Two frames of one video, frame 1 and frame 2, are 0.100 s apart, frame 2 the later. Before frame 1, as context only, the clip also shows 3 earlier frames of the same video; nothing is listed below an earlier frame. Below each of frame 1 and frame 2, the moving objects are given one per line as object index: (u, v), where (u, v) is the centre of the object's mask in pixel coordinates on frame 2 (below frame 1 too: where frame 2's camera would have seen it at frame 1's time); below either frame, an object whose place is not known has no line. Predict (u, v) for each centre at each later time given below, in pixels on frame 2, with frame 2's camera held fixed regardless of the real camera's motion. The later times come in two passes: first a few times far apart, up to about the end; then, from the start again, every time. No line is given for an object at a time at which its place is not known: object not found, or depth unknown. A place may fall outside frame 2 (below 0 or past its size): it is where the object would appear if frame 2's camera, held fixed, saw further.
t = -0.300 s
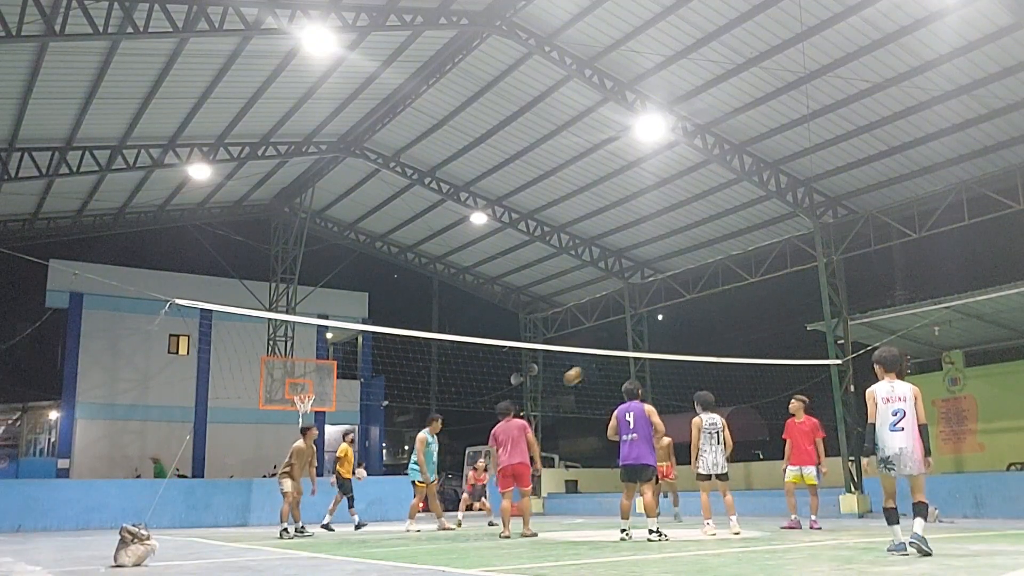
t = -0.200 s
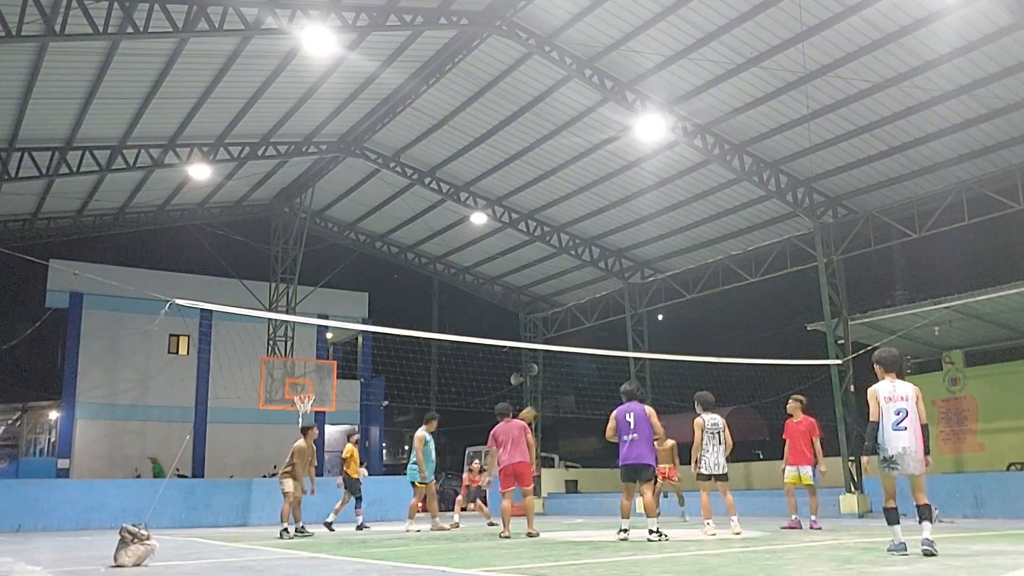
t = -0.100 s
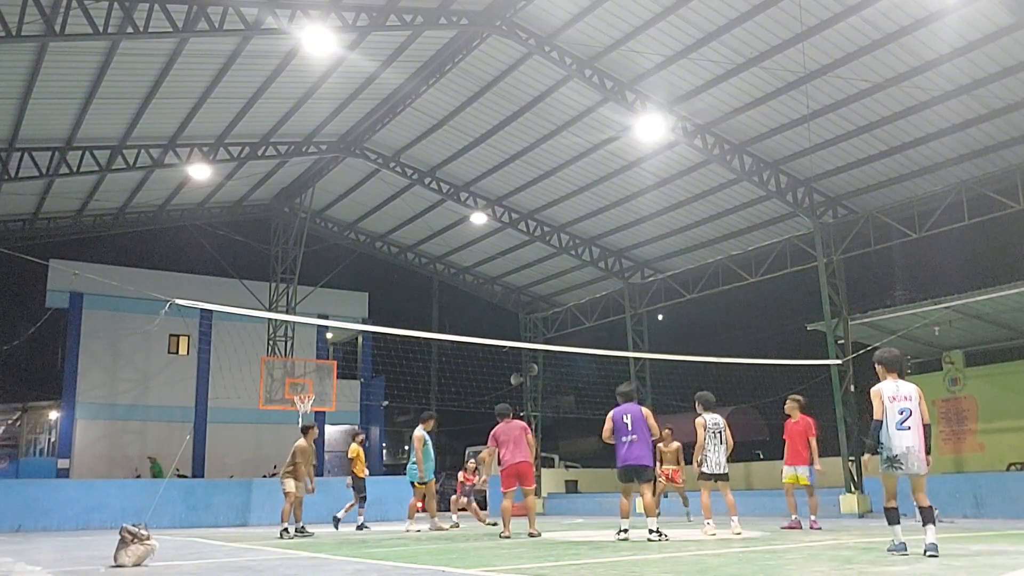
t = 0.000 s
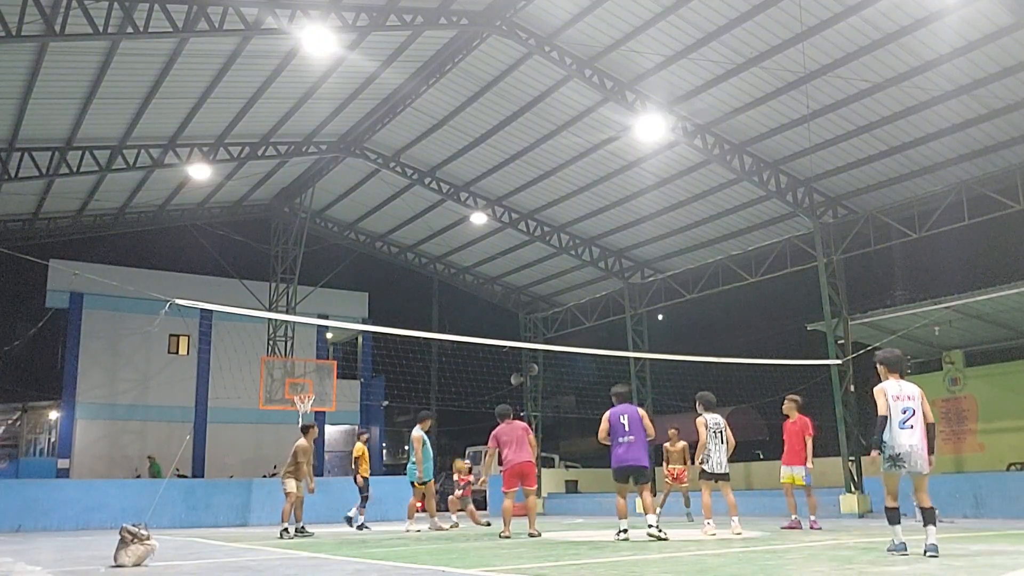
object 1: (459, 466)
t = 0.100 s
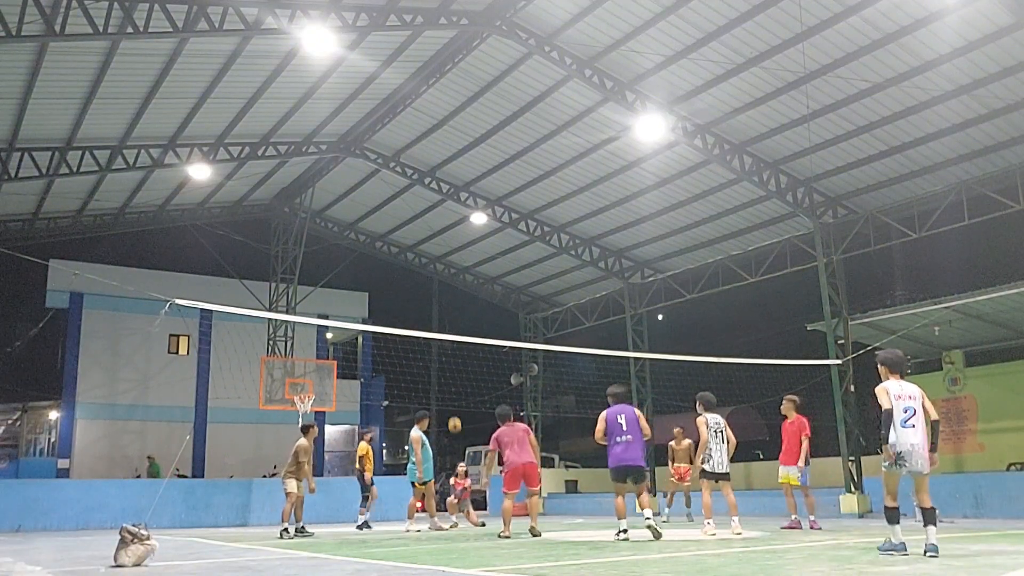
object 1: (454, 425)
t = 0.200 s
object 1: (450, 389)
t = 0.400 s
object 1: (441, 329)
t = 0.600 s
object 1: (431, 294)
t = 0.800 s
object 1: (421, 279)
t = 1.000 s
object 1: (410, 287)
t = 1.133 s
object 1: (402, 308)
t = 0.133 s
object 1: (453, 412)
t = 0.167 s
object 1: (451, 400)
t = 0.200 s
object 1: (450, 389)
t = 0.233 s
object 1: (448, 378)
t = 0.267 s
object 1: (447, 367)
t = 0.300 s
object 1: (446, 357)
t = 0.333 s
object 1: (444, 348)
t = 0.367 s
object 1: (442, 341)
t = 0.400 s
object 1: (441, 329)
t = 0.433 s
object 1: (439, 323)
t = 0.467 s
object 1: (438, 316)
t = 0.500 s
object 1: (436, 310)
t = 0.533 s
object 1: (434, 304)
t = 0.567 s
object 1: (433, 299)
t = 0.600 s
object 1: (431, 294)
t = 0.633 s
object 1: (429, 290)
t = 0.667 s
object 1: (428, 287)
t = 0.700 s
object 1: (426, 284)
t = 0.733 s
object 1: (424, 282)
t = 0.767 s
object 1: (422, 280)
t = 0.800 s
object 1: (421, 279)
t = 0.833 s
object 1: (419, 279)
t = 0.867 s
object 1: (417, 279)
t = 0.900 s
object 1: (415, 280)
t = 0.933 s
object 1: (413, 282)
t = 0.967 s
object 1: (412, 284)
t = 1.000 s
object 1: (410, 287)
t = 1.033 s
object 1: (407, 291)
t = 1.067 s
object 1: (406, 296)
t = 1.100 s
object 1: (404, 301)
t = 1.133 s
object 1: (402, 308)
